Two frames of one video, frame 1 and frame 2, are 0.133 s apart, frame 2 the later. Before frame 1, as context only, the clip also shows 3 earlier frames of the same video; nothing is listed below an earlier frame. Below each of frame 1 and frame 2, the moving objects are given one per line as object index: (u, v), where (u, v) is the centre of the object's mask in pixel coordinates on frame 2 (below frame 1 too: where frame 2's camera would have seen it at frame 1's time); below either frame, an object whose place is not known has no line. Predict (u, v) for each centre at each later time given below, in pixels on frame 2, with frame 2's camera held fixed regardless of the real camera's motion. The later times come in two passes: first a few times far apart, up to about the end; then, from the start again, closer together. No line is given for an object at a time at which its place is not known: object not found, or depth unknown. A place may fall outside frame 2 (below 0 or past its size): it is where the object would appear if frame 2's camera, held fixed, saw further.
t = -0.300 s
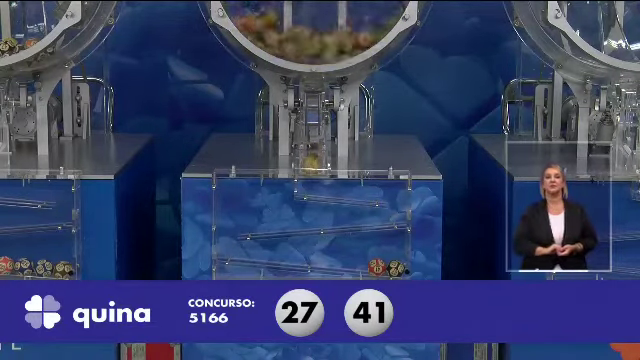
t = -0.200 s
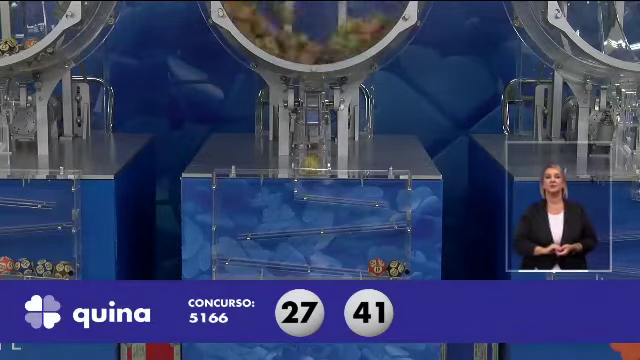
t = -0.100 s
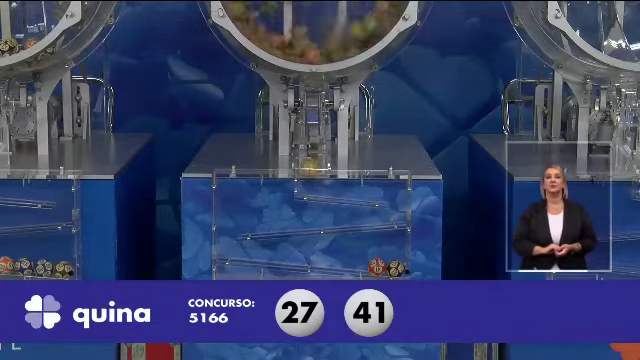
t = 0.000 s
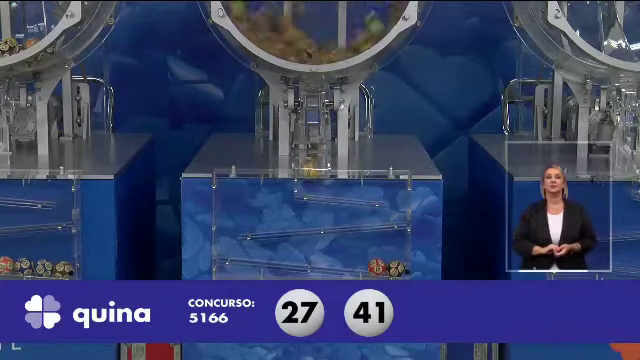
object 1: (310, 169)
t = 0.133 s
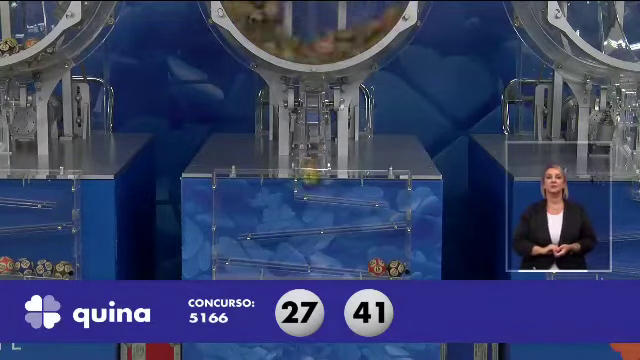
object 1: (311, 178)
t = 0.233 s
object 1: (309, 187)
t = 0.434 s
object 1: (311, 189)
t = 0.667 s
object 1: (317, 188)
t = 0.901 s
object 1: (335, 192)
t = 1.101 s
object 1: (357, 193)
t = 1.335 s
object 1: (390, 197)
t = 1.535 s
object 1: (391, 216)
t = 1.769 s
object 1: (386, 217)
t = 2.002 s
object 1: (369, 217)
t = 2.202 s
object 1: (350, 218)
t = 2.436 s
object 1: (322, 222)
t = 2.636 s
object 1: (291, 224)
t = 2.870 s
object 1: (249, 228)
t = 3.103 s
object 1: (238, 250)
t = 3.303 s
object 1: (253, 254)
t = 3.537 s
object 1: (273, 257)
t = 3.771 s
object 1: (304, 261)
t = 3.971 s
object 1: (337, 264)
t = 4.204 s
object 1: (351, 265)
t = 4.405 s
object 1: (351, 265)
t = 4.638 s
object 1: (357, 265)
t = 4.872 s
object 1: (357, 265)
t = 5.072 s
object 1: (358, 265)
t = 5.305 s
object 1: (358, 265)
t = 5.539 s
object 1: (358, 265)
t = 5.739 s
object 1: (358, 265)
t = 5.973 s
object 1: (358, 265)
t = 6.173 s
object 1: (358, 265)
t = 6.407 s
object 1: (358, 265)
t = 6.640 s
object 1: (358, 265)
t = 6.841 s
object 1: (358, 265)
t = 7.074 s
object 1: (358, 265)
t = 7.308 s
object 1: (358, 265)
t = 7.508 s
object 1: (358, 265)
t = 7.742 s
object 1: (358, 265)
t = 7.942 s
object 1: (358, 265)
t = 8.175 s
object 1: (358, 265)
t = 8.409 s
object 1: (358, 265)
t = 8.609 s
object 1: (358, 265)
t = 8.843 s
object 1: (358, 265)
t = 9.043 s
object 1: (358, 265)
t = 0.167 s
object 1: (310, 183)
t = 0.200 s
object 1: (310, 184)
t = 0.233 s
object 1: (309, 187)
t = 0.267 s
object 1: (310, 188)
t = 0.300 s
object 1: (310, 188)
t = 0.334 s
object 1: (310, 189)
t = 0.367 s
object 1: (310, 189)
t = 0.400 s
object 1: (310, 189)
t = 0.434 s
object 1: (311, 189)
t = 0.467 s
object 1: (311, 189)
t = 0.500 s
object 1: (312, 189)
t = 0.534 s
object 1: (312, 189)
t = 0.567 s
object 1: (313, 189)
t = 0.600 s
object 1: (313, 189)
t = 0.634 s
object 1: (316, 189)
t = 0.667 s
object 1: (317, 188)
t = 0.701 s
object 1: (321, 188)
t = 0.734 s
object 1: (324, 189)
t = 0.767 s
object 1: (326, 189)
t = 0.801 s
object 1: (327, 190)
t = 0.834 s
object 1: (328, 191)
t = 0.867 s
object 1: (332, 191)
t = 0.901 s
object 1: (335, 192)
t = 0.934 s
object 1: (340, 192)
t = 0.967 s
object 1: (342, 192)
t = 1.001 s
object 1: (345, 193)
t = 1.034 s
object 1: (348, 193)
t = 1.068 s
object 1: (352, 193)
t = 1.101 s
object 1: (357, 193)
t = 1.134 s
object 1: (361, 194)
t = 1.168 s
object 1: (366, 194)
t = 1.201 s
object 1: (371, 195)
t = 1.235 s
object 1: (374, 195)
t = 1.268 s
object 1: (379, 196)
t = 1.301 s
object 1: (385, 197)
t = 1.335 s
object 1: (390, 197)
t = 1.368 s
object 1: (395, 201)
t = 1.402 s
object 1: (393, 207)
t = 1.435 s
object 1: (392, 215)
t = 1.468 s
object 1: (392, 215)
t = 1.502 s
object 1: (392, 215)
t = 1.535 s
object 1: (391, 216)
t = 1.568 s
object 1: (390, 216)
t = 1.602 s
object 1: (389, 216)
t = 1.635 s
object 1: (389, 216)
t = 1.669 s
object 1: (388, 217)
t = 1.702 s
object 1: (388, 217)
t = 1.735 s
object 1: (388, 217)
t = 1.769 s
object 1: (386, 217)
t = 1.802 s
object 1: (383, 216)
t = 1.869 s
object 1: (377, 217)
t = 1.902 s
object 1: (375, 217)
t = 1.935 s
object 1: (373, 216)
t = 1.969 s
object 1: (371, 217)
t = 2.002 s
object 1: (369, 217)
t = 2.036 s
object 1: (365, 217)
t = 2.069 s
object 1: (362, 218)
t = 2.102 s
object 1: (360, 218)
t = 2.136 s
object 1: (357, 218)
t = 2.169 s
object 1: (353, 218)
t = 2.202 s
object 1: (350, 218)
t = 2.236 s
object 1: (346, 219)
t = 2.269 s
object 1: (343, 220)
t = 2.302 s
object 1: (338, 220)
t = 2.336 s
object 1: (334, 220)
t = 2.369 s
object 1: (330, 220)
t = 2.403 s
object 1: (327, 221)
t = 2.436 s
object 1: (322, 222)
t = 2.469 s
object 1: (318, 222)
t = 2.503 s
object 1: (311, 223)
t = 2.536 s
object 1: (307, 224)
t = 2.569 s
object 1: (302, 224)
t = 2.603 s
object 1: (296, 224)
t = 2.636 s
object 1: (291, 224)
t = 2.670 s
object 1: (286, 225)
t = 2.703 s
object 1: (280, 226)
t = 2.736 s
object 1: (274, 226)
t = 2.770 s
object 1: (269, 227)
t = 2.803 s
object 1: (263, 227)
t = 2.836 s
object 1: (256, 226)
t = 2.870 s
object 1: (249, 228)
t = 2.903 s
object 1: (243, 229)
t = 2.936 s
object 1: (237, 231)
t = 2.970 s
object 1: (230, 233)
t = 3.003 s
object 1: (229, 238)
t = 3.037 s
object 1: (232, 246)
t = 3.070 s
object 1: (237, 251)
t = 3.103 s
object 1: (238, 250)
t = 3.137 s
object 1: (240, 249)
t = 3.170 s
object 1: (243, 249)
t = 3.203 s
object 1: (245, 252)
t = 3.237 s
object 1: (247, 251)
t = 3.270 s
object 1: (249, 251)
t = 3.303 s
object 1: (253, 254)
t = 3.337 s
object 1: (254, 254)
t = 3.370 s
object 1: (257, 254)
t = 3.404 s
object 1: (262, 255)
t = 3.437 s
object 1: (266, 256)
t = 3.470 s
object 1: (268, 256)
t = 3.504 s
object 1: (269, 256)
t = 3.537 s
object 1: (273, 257)
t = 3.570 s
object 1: (276, 257)
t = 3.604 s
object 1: (280, 257)
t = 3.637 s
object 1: (286, 258)
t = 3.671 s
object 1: (290, 259)
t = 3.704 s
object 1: (294, 259)
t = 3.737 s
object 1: (300, 262)
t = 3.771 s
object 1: (304, 261)
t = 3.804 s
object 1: (309, 261)
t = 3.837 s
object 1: (314, 261)
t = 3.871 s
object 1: (319, 262)
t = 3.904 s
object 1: (321, 262)
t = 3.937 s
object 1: (331, 263)
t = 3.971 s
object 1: (337, 264)
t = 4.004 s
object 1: (342, 263)
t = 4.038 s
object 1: (349, 264)
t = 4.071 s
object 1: (355, 265)
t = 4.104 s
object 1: (356, 264)
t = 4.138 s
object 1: (354, 264)
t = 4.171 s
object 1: (352, 265)
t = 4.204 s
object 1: (351, 265)
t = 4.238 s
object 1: (351, 265)
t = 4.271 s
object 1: (351, 265)
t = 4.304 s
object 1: (350, 265)
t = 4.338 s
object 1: (350, 265)
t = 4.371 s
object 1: (350, 265)
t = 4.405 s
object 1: (351, 265)
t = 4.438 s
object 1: (351, 265)
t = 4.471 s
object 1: (352, 265)
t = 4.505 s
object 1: (352, 265)
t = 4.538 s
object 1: (354, 265)
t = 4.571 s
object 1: (355, 265)
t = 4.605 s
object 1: (356, 265)
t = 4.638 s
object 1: (357, 265)
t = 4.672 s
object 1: (357, 265)
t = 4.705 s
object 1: (357, 265)
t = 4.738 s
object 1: (357, 265)
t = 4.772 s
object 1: (357, 265)
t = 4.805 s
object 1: (357, 265)
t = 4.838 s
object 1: (357, 265)
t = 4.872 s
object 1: (357, 265)
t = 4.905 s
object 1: (358, 265)
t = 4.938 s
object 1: (357, 265)
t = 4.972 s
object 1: (357, 265)
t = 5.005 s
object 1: (357, 265)
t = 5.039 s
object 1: (357, 265)
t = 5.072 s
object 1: (358, 265)
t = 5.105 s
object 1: (357, 265)
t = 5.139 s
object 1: (357, 265)
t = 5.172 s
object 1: (357, 265)
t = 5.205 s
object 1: (358, 265)
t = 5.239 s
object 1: (358, 265)
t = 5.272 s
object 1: (358, 265)
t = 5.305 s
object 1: (358, 265)
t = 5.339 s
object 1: (358, 265)
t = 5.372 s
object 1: (358, 265)
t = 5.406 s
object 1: (358, 265)
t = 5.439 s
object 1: (358, 265)
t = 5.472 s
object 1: (358, 265)
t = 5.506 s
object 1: (358, 265)
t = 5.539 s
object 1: (358, 265)
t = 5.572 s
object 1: (358, 265)
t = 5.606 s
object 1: (358, 265)
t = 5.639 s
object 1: (358, 265)
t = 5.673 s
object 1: (358, 265)
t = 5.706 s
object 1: (358, 265)
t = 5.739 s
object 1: (358, 265)
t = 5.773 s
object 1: (358, 265)
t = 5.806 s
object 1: (358, 265)
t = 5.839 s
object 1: (358, 265)
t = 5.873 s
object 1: (358, 265)
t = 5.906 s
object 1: (358, 265)
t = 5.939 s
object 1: (358, 265)
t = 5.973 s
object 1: (358, 265)
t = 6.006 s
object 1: (358, 265)
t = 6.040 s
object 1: (358, 265)
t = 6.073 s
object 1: (358, 265)
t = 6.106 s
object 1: (358, 265)
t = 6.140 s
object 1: (358, 265)
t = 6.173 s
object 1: (358, 265)
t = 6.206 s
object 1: (358, 265)
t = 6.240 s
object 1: (358, 265)
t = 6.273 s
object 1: (358, 265)
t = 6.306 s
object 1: (358, 265)
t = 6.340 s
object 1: (358, 265)
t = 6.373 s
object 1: (358, 265)
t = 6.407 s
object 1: (358, 265)
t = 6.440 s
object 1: (358, 265)
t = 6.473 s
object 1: (358, 265)
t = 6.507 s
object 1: (358, 265)
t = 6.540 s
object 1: (358, 265)
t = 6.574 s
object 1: (358, 265)
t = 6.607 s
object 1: (358, 265)
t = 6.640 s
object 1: (358, 265)
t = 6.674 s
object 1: (358, 265)
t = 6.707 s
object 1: (358, 265)
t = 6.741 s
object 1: (358, 265)
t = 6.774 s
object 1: (358, 265)
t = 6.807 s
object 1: (358, 265)
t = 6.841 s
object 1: (358, 265)
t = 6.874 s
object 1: (358, 265)
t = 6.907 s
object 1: (358, 265)
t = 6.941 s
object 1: (358, 265)
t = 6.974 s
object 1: (358, 265)
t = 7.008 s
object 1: (358, 265)
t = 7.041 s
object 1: (358, 265)
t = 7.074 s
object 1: (358, 265)
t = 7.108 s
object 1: (358, 265)
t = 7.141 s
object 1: (358, 265)
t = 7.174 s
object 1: (358, 265)
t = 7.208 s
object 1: (358, 265)
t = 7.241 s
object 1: (358, 265)
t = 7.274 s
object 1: (358, 265)
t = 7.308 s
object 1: (358, 265)
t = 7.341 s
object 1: (358, 265)
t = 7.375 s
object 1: (358, 265)
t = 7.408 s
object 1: (358, 265)
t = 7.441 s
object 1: (358, 265)
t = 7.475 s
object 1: (358, 265)
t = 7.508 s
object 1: (358, 265)
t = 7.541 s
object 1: (358, 265)
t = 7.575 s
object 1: (358, 265)
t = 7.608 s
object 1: (358, 265)
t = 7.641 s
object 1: (358, 265)
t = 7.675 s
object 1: (358, 265)
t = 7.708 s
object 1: (358, 265)
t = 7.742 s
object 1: (358, 265)
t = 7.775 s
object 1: (358, 265)
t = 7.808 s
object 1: (358, 265)
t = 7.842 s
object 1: (358, 265)
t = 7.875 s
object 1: (358, 265)
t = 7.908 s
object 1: (358, 265)
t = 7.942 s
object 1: (358, 265)
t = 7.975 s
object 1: (358, 265)
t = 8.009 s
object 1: (358, 265)
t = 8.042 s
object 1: (358, 265)
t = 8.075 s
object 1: (358, 265)
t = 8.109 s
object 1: (358, 265)
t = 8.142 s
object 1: (358, 265)
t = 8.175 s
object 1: (358, 265)
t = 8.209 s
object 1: (358, 265)
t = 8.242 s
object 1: (358, 265)
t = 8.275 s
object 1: (358, 265)
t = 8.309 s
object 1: (358, 265)
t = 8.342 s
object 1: (358, 265)
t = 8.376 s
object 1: (358, 265)
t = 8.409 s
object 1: (358, 265)
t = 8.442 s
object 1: (358, 265)
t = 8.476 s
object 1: (358, 265)
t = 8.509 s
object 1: (358, 265)
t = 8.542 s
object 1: (358, 265)
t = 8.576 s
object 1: (358, 265)
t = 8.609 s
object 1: (358, 265)
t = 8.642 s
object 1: (358, 265)
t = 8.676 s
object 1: (358, 265)
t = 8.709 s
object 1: (358, 265)
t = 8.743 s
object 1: (358, 265)
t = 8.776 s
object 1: (358, 265)
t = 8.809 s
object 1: (358, 265)
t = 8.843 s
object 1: (358, 265)
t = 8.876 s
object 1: (358, 265)
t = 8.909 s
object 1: (358, 265)
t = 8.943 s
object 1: (358, 265)
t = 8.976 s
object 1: (358, 265)
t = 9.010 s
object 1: (358, 265)
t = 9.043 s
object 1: (358, 265)
